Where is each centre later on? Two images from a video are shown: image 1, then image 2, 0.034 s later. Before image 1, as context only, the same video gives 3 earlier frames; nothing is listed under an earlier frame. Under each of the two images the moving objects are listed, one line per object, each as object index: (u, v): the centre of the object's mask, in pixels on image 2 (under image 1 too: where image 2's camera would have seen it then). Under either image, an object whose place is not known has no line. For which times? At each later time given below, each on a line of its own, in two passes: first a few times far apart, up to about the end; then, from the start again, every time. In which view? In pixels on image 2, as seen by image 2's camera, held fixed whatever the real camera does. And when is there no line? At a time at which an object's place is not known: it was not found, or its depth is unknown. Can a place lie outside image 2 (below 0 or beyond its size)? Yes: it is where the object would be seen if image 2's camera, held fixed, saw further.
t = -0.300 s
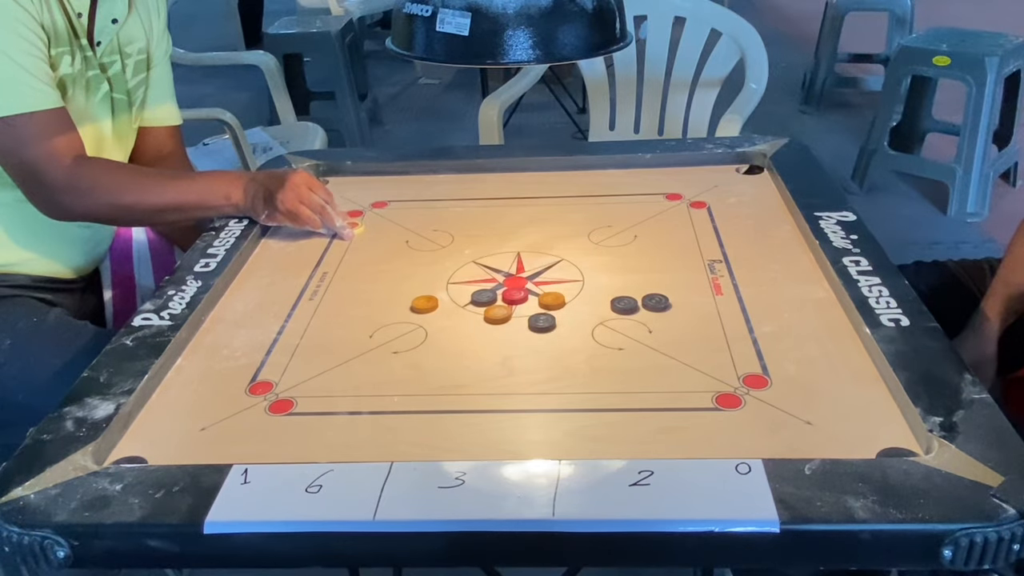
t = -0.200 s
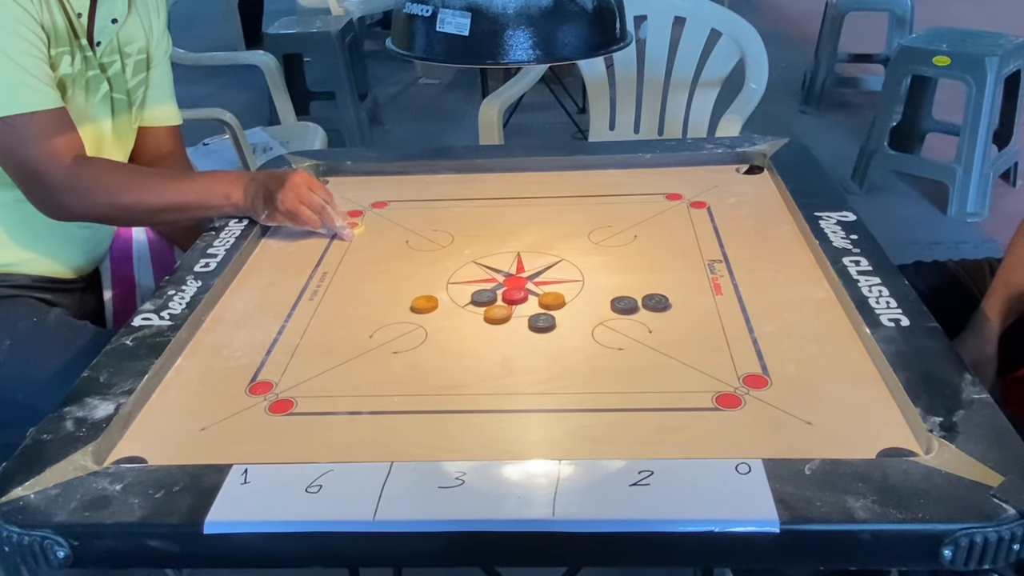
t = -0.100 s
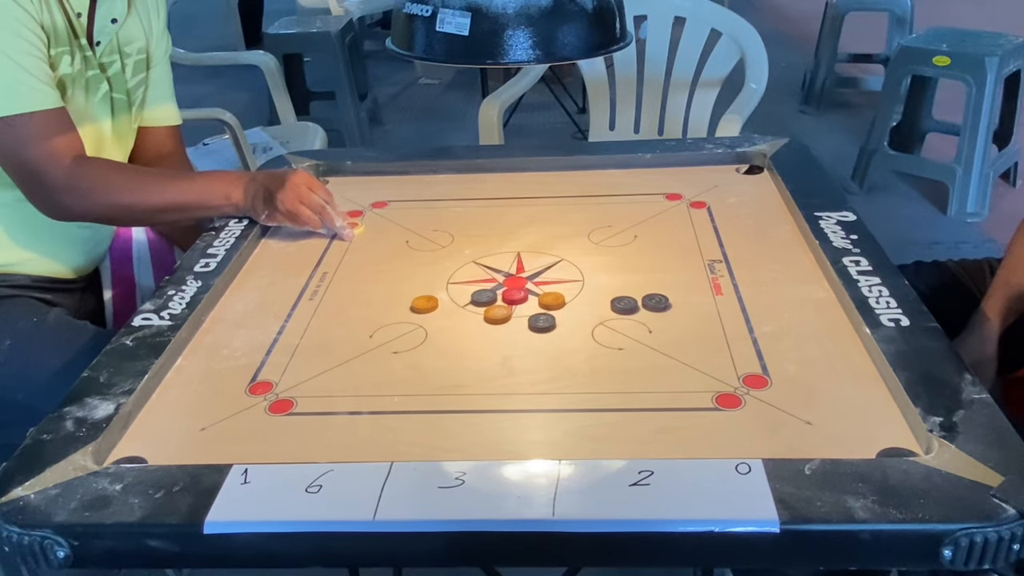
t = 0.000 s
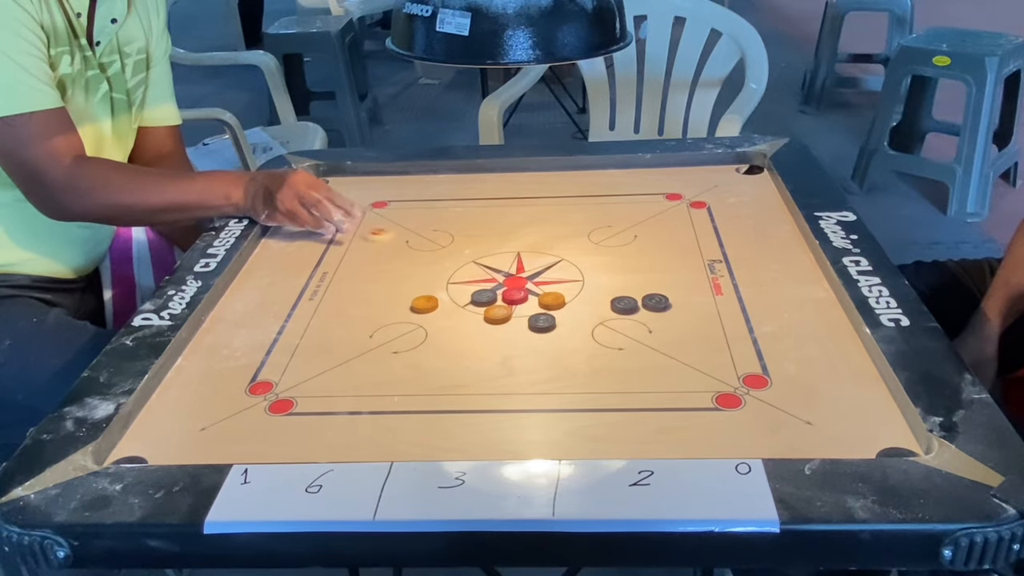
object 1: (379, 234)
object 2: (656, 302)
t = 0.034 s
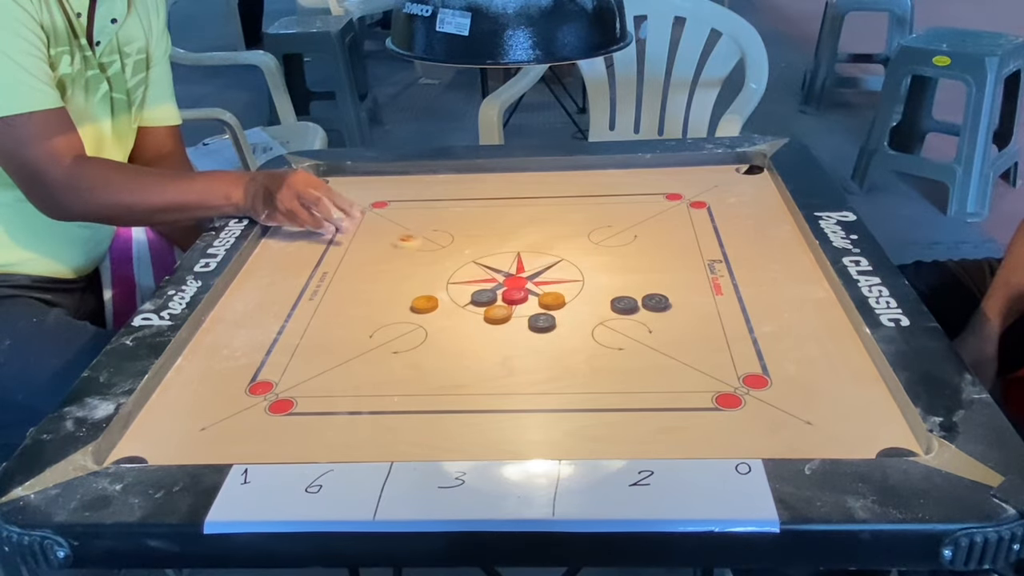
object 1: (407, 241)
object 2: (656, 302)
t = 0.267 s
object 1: (616, 286)
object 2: (655, 302)
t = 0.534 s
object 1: (765, 299)
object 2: (883, 422)
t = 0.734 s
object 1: (820, 302)
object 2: (822, 446)
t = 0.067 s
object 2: (656, 302)
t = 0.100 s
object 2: (656, 302)
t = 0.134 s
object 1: (492, 260)
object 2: (656, 302)
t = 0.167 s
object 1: (523, 266)
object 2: (656, 302)
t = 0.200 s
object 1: (553, 272)
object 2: (656, 302)
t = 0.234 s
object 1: (584, 279)
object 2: (656, 302)
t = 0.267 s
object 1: (616, 286)
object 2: (655, 302)
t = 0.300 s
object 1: (644, 291)
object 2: (664, 306)
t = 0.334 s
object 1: (665, 293)
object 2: (694, 322)
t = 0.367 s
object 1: (684, 294)
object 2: (723, 337)
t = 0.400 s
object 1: (704, 295)
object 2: (754, 353)
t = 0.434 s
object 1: (719, 296)
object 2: (786, 370)
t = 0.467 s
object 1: (736, 297)
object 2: (817, 387)
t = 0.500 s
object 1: (750, 298)
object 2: (850, 404)
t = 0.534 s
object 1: (765, 299)
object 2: (883, 422)
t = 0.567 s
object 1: (776, 300)
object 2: (884, 435)
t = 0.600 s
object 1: (788, 300)
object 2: (870, 446)
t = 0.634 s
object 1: (799, 301)
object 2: (856, 453)
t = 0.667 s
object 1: (808, 302)
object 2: (844, 454)
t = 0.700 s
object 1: (816, 302)
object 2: (832, 449)
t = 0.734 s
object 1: (820, 302)
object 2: (822, 446)
